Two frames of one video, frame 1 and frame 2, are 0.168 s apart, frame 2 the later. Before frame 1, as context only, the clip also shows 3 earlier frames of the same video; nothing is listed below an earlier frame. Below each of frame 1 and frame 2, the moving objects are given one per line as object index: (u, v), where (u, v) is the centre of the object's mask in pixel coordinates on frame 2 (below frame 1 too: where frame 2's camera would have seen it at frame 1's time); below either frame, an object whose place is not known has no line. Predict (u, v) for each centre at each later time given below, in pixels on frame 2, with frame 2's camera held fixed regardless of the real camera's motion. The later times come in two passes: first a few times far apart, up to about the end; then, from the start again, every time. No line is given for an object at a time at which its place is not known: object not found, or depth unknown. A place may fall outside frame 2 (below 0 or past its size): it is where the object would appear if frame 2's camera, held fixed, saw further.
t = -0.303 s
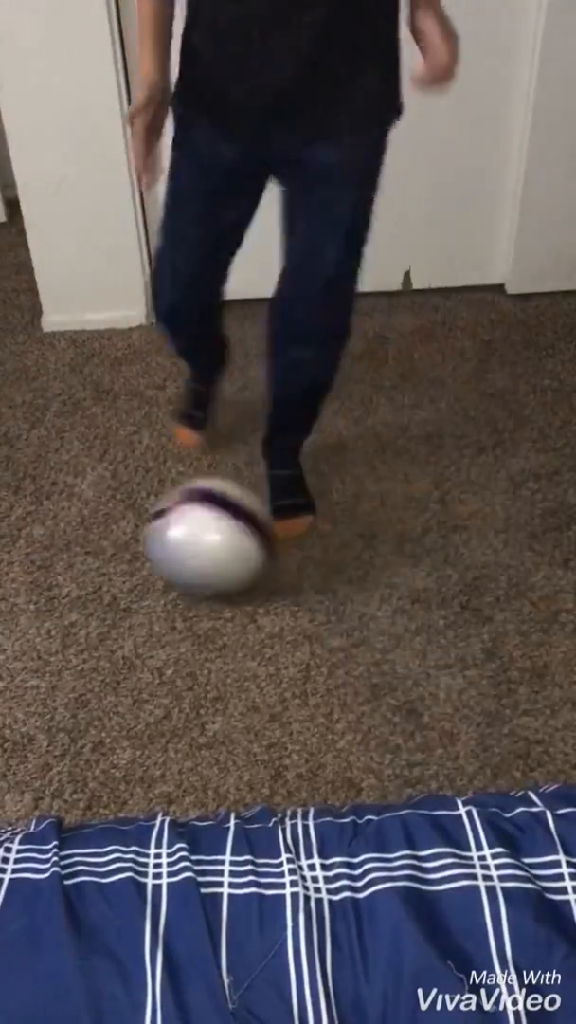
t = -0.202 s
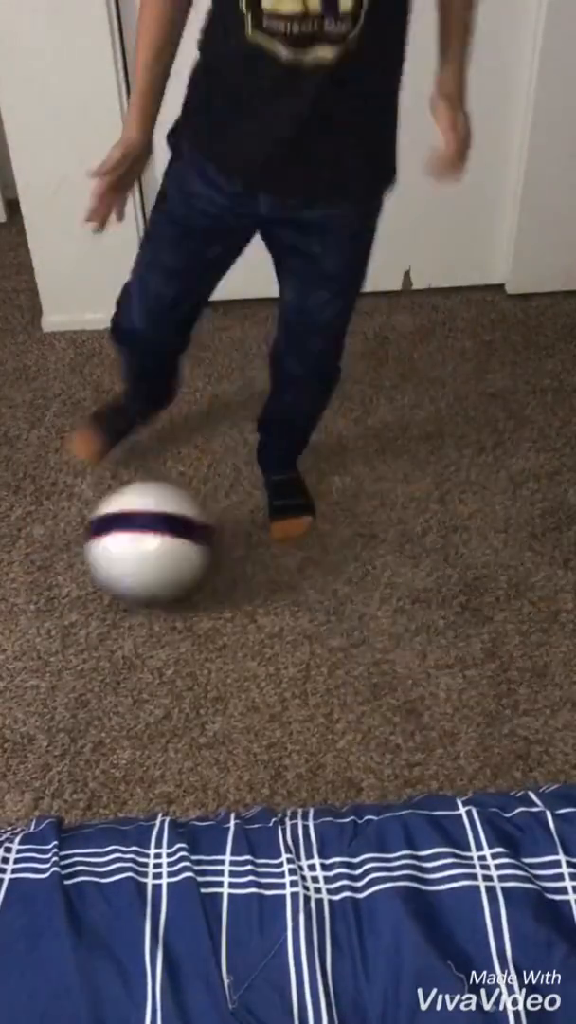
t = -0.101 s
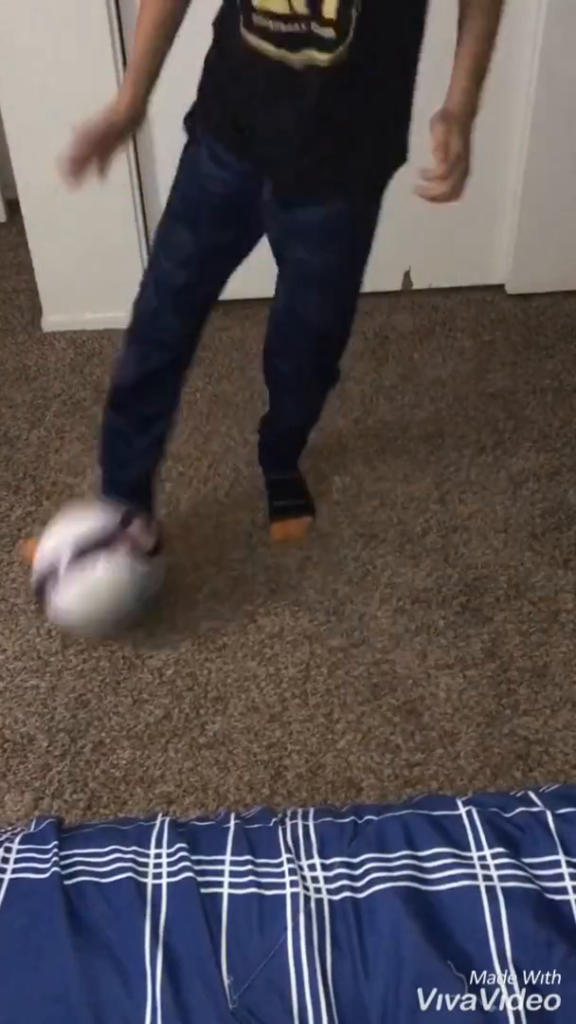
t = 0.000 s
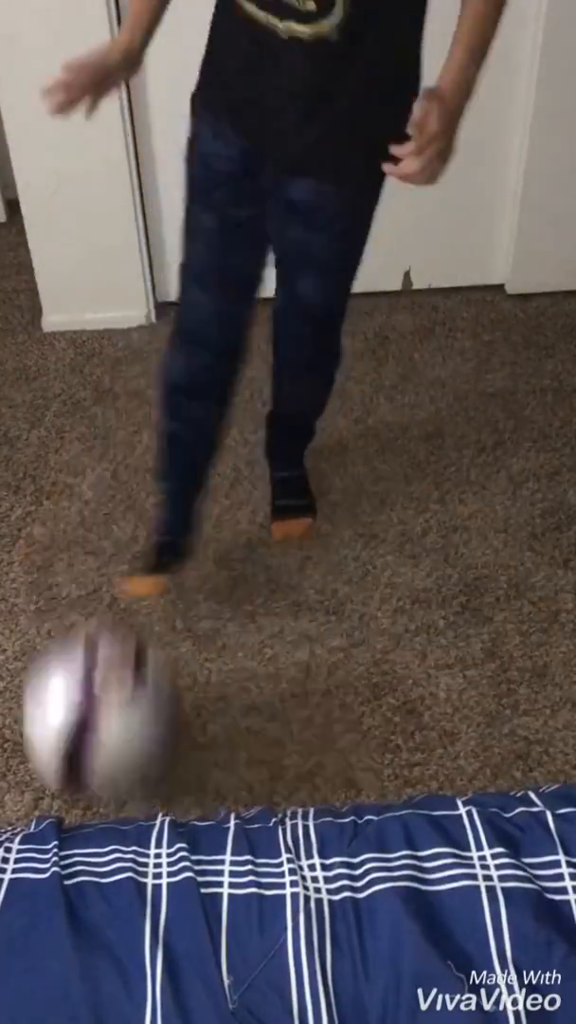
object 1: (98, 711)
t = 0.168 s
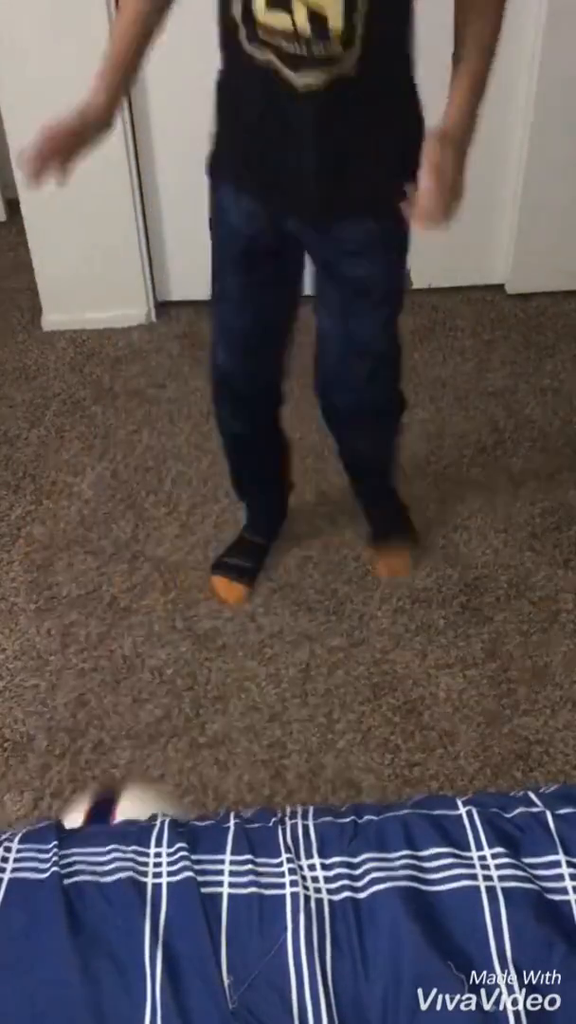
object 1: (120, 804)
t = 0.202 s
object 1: (123, 795)
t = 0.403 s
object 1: (123, 749)
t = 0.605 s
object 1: (121, 690)
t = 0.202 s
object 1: (123, 795)
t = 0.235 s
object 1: (123, 785)
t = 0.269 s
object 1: (125, 775)
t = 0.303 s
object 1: (123, 768)
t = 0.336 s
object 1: (122, 762)
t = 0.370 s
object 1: (122, 755)
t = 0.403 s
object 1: (123, 749)
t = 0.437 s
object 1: (122, 739)
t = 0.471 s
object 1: (121, 729)
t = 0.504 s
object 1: (121, 719)
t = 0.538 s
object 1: (121, 709)
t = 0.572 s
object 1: (121, 700)
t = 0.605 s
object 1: (121, 690)
